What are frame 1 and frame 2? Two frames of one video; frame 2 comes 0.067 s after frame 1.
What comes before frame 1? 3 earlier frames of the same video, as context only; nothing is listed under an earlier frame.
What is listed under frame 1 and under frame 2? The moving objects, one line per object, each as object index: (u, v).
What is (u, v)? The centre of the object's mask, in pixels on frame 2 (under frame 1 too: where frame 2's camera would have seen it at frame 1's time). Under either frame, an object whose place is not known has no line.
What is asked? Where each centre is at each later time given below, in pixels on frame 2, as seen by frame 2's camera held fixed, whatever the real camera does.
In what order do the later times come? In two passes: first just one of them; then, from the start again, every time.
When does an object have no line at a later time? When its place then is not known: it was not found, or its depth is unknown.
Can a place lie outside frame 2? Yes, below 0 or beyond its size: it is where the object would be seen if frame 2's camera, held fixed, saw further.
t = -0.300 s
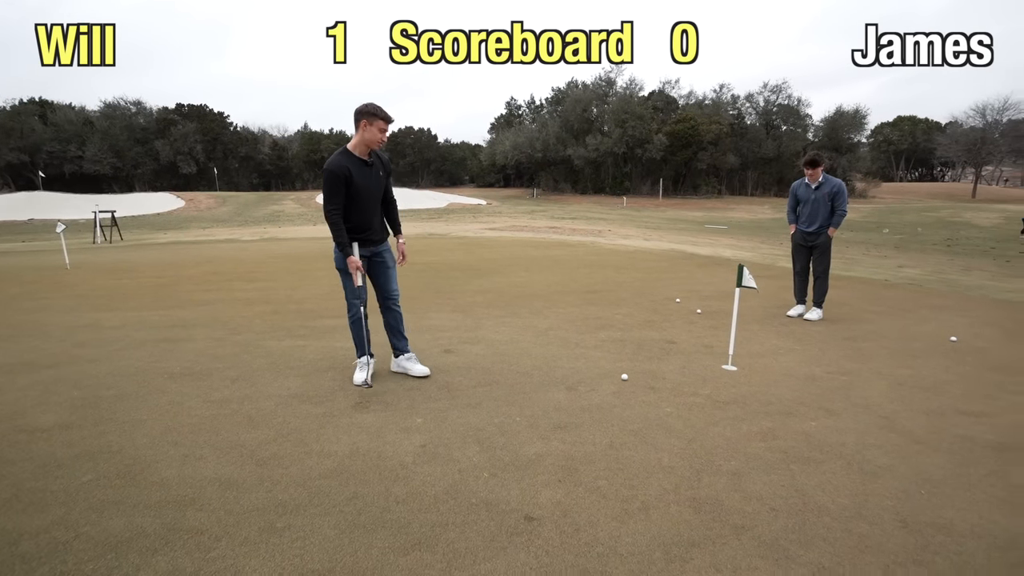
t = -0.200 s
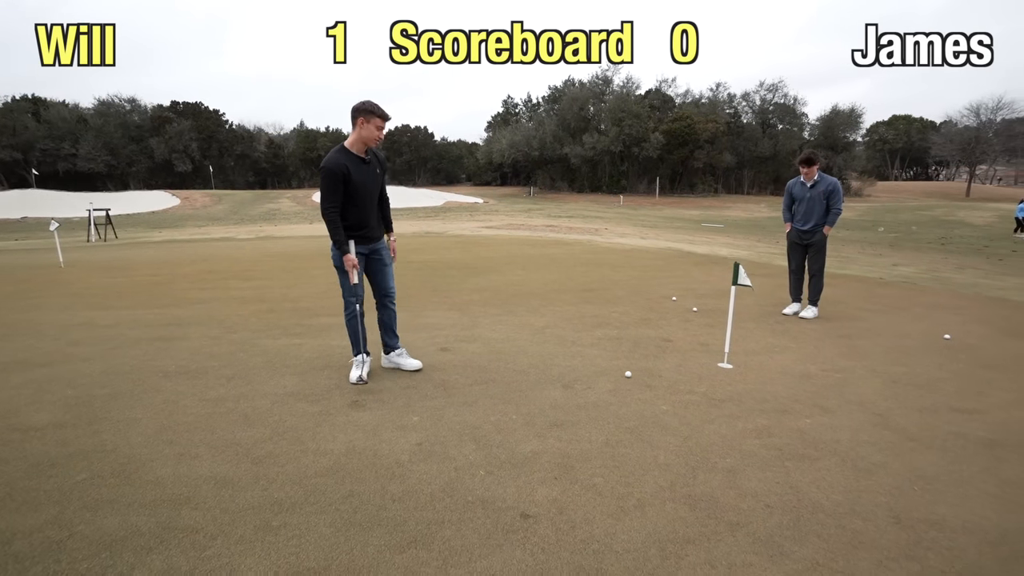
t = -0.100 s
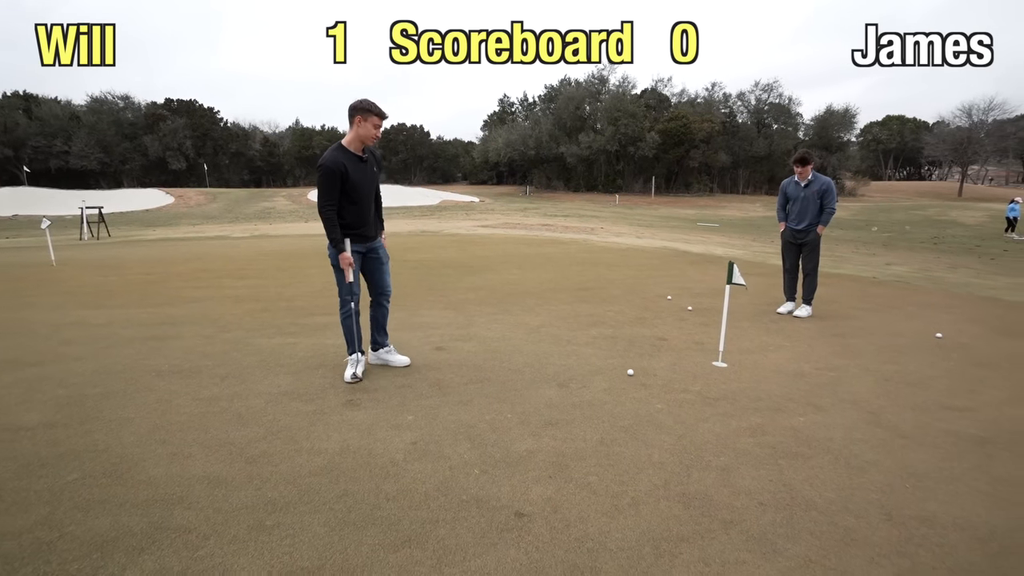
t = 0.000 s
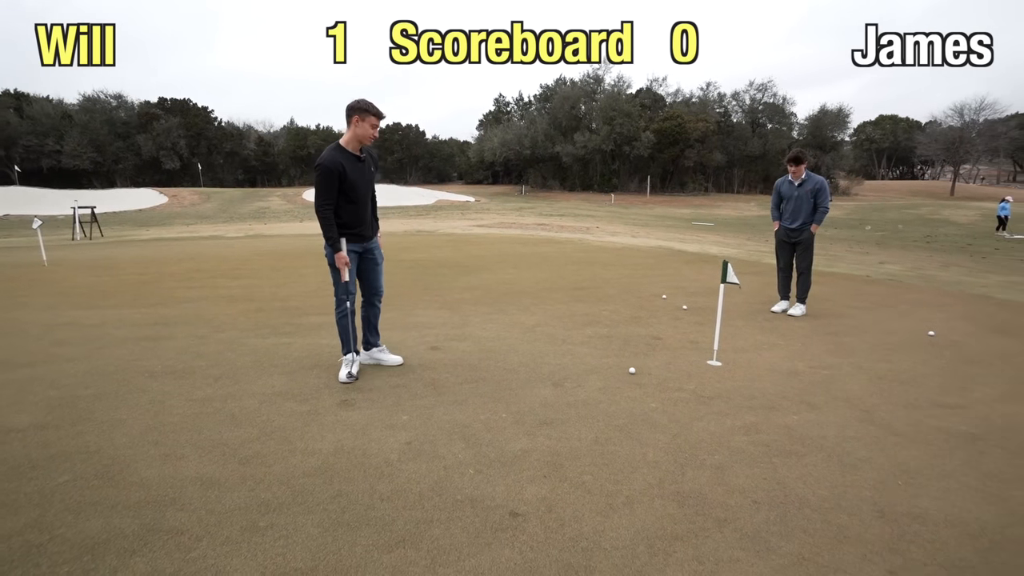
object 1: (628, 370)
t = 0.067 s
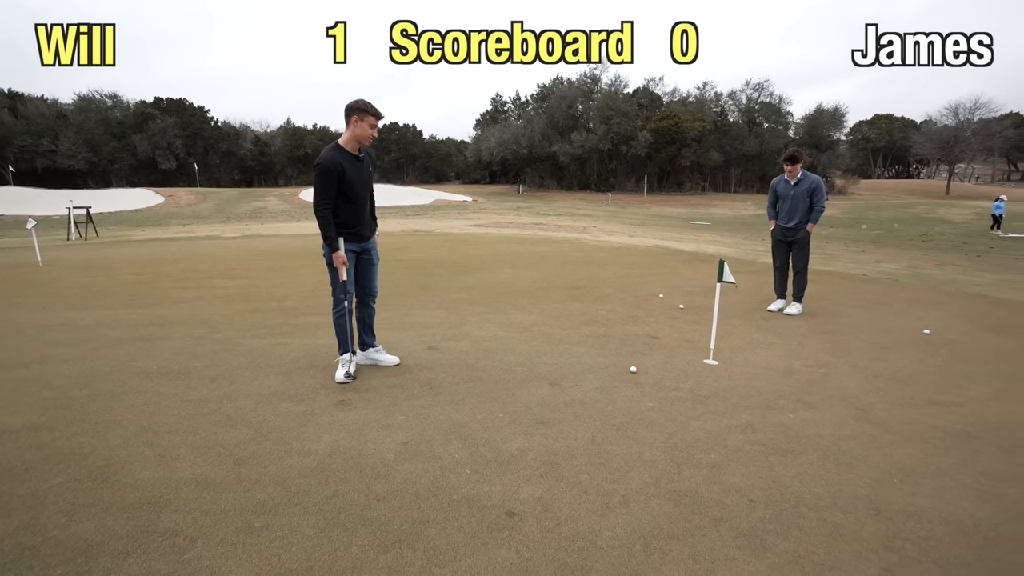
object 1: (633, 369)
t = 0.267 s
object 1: (645, 367)
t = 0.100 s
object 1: (635, 369)
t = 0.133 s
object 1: (637, 369)
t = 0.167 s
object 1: (639, 368)
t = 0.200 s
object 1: (641, 368)
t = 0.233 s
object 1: (643, 368)
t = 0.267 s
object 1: (645, 367)
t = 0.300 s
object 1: (647, 367)
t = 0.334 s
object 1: (649, 367)
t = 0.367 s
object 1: (651, 367)
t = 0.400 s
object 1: (653, 367)
